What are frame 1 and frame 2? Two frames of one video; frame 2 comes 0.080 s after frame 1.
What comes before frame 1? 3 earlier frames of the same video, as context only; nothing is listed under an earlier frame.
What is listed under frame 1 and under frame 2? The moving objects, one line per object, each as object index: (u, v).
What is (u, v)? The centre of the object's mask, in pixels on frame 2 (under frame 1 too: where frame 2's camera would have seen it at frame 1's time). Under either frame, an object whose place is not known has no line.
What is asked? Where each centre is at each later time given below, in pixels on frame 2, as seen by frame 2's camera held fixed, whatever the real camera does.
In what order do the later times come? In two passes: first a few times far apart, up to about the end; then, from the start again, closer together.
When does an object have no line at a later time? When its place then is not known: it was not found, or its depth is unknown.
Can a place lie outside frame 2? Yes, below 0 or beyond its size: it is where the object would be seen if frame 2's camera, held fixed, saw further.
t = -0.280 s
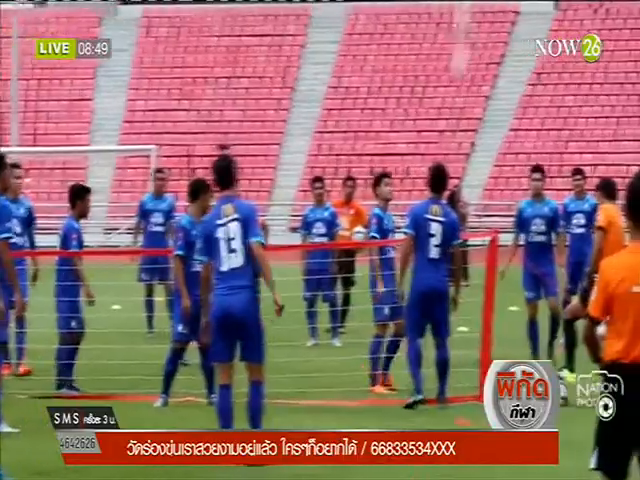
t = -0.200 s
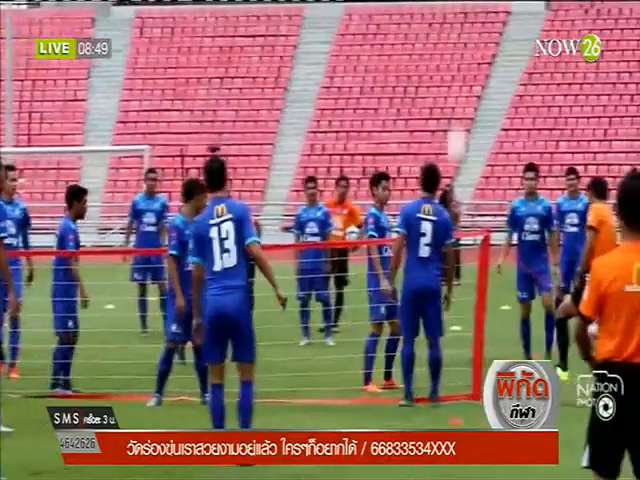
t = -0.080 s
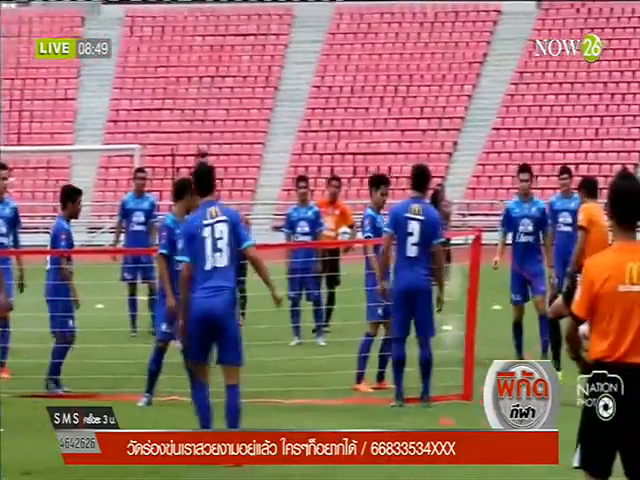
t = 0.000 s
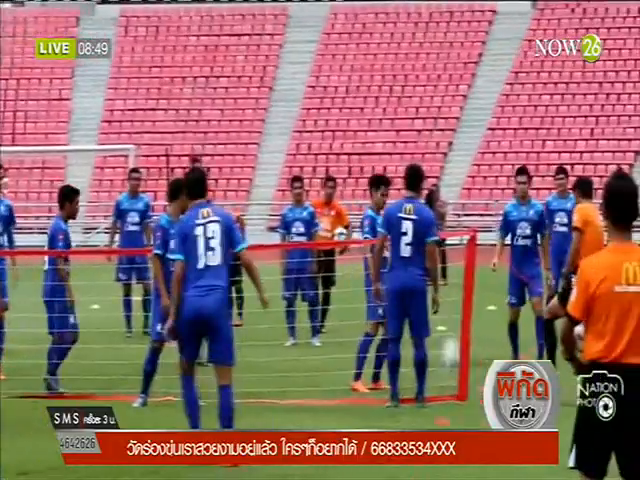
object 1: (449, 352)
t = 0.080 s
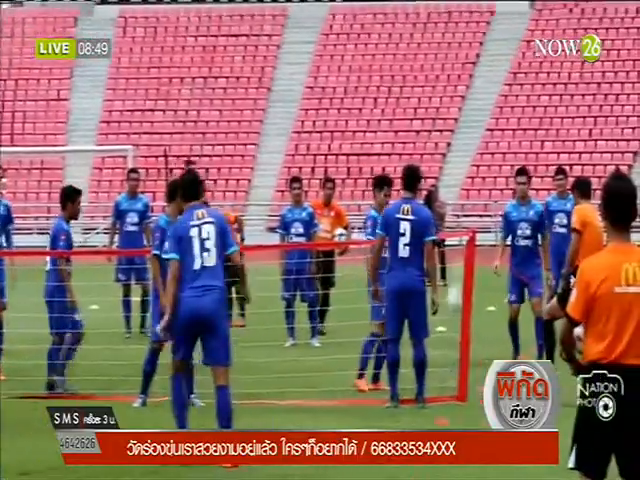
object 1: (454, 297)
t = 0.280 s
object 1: (469, 159)
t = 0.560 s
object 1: (494, 49)
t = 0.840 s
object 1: (515, 41)
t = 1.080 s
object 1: (532, 104)
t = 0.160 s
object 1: (461, 222)
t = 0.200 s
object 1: (464, 198)
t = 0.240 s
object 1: (467, 179)
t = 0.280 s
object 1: (469, 159)
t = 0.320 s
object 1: (472, 126)
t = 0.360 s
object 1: (477, 108)
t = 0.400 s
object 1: (481, 96)
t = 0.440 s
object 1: (485, 85)
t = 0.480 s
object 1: (487, 73)
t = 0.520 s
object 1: (492, 60)
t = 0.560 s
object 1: (494, 49)
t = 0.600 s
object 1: (497, 43)
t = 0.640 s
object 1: (500, 38)
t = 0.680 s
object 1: (503, 35)
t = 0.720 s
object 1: (507, 34)
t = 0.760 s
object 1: (509, 35)
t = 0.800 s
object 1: (512, 36)
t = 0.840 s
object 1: (515, 41)
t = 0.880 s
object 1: (519, 47)
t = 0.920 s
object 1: (521, 56)
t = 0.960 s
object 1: (525, 66)
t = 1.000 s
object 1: (527, 79)
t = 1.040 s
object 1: (529, 91)
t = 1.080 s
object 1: (532, 104)
